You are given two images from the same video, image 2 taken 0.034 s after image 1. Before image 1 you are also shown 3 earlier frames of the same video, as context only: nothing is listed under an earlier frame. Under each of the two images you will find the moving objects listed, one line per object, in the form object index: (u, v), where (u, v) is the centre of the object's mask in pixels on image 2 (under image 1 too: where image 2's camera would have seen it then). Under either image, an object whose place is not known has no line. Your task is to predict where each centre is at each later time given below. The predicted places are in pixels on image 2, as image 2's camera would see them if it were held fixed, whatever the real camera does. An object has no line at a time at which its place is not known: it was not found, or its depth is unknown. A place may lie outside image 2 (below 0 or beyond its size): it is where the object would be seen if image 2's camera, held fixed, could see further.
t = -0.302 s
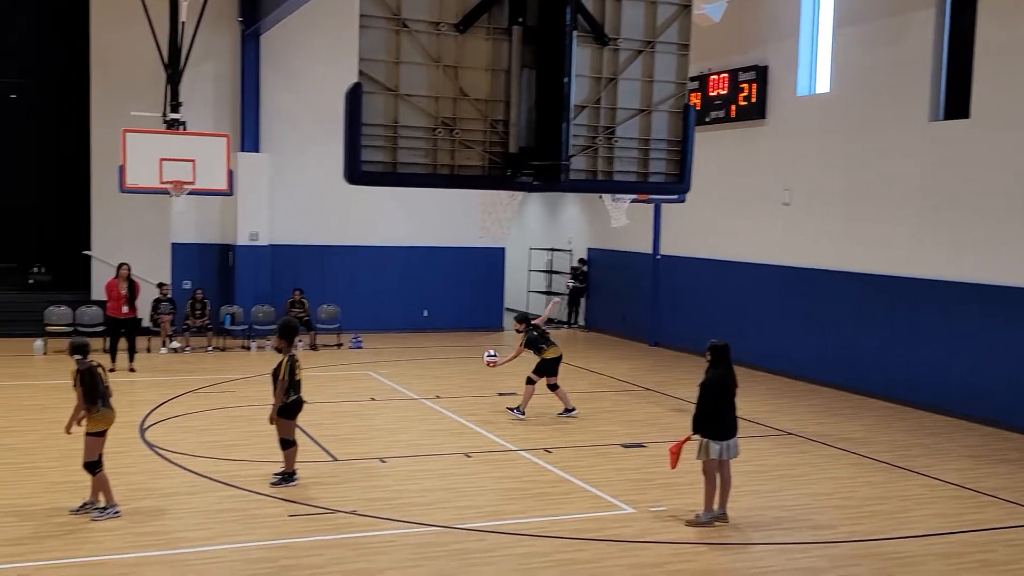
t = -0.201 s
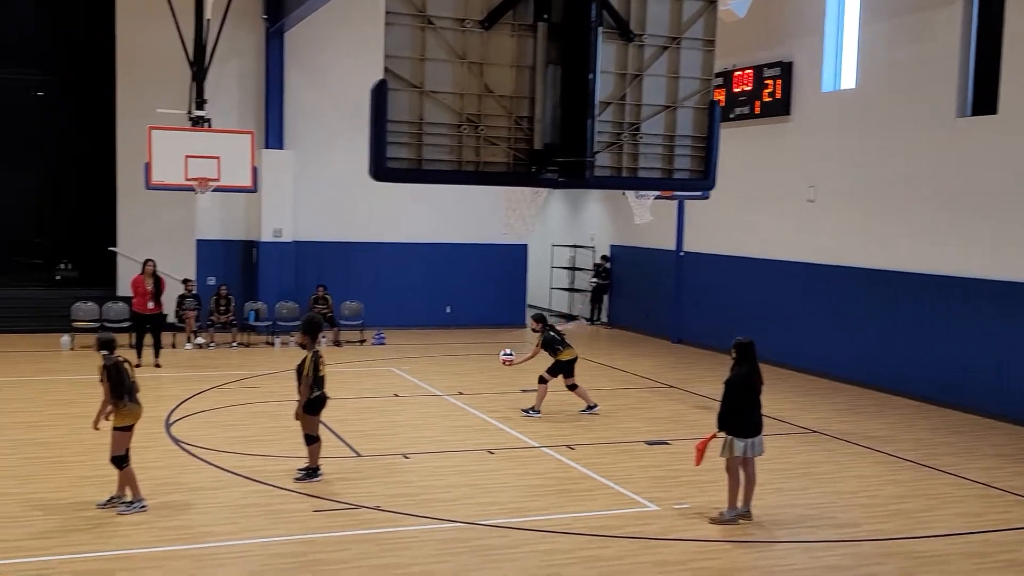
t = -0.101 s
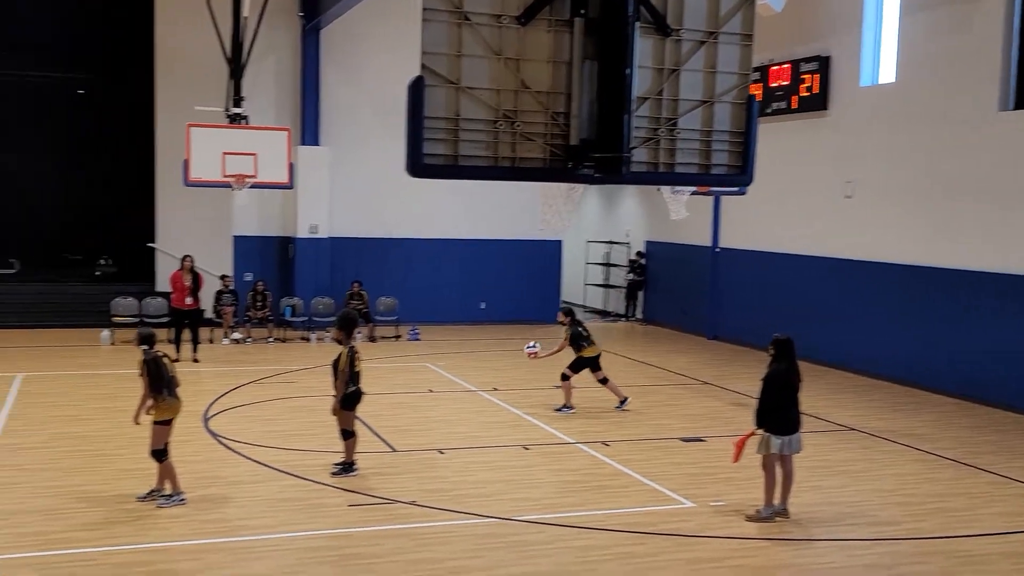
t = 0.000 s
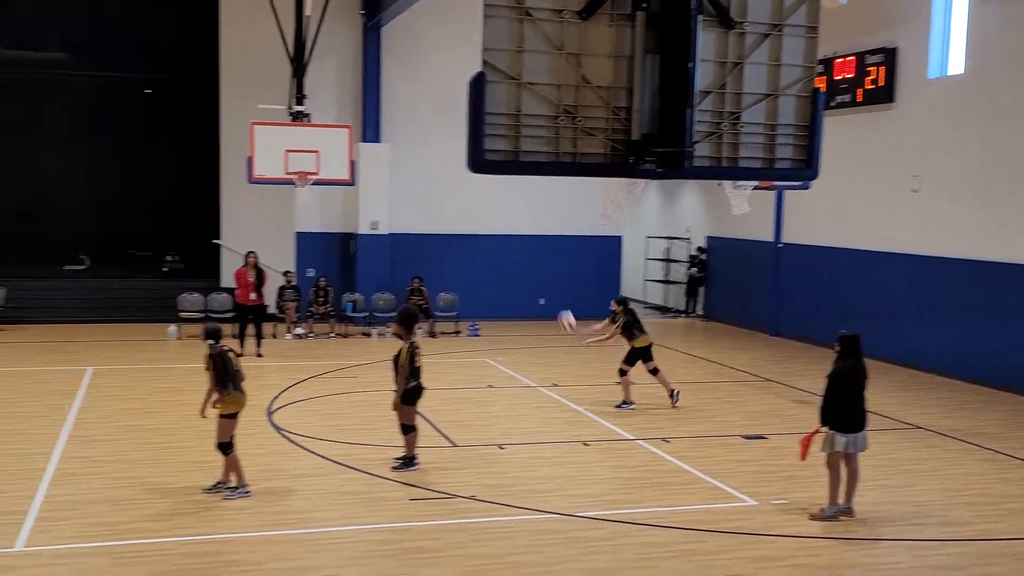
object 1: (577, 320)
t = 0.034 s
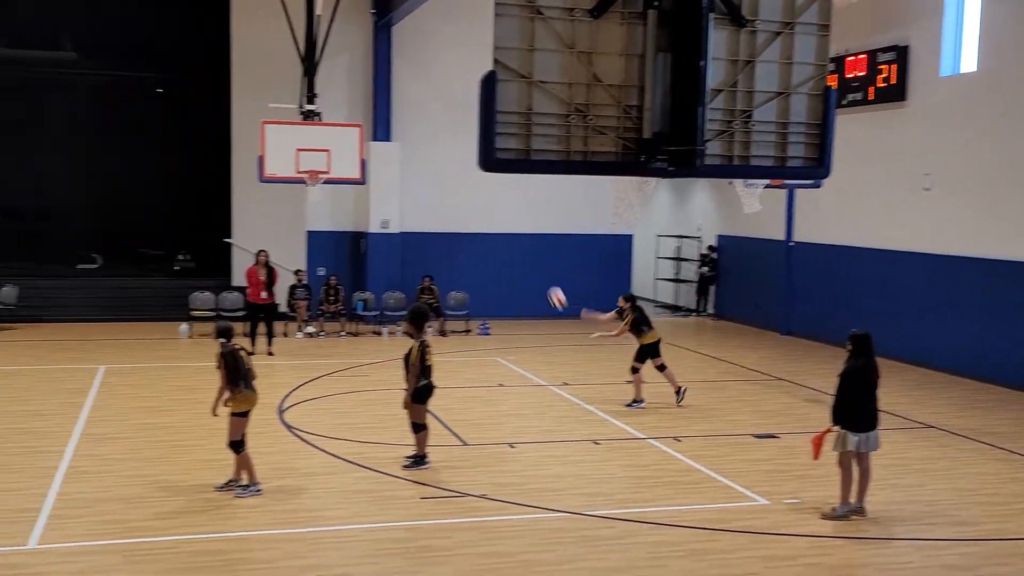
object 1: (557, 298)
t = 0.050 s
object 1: (547, 289)
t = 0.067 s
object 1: (537, 277)
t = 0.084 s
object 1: (527, 267)
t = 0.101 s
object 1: (517, 256)
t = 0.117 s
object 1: (507, 246)
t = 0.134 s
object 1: (498, 238)
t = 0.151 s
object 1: (487, 229)
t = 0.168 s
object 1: (476, 217)
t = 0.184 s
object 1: (466, 207)
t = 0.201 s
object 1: (456, 198)
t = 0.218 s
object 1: (447, 189)
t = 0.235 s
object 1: (438, 181)
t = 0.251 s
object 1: (428, 172)
